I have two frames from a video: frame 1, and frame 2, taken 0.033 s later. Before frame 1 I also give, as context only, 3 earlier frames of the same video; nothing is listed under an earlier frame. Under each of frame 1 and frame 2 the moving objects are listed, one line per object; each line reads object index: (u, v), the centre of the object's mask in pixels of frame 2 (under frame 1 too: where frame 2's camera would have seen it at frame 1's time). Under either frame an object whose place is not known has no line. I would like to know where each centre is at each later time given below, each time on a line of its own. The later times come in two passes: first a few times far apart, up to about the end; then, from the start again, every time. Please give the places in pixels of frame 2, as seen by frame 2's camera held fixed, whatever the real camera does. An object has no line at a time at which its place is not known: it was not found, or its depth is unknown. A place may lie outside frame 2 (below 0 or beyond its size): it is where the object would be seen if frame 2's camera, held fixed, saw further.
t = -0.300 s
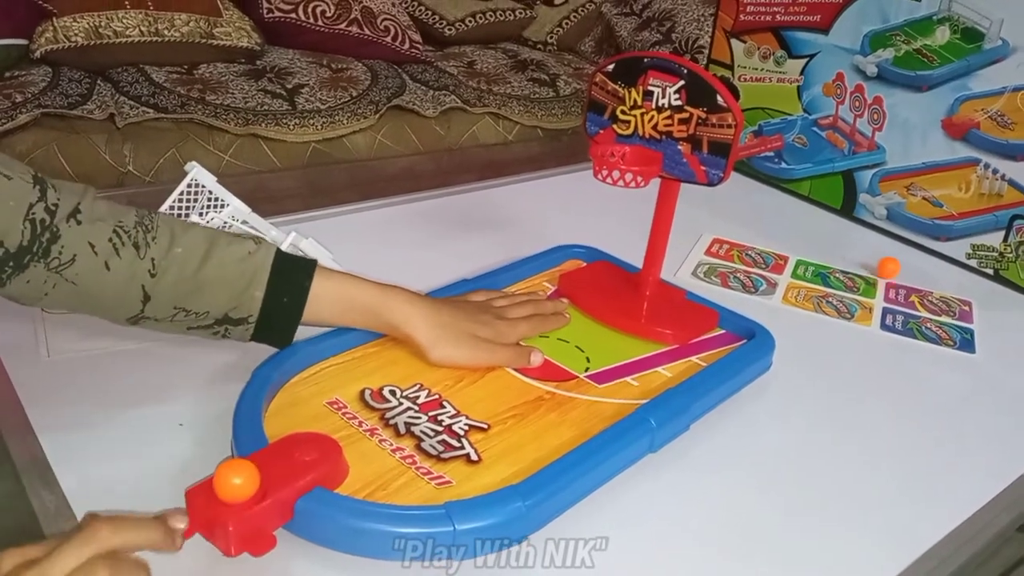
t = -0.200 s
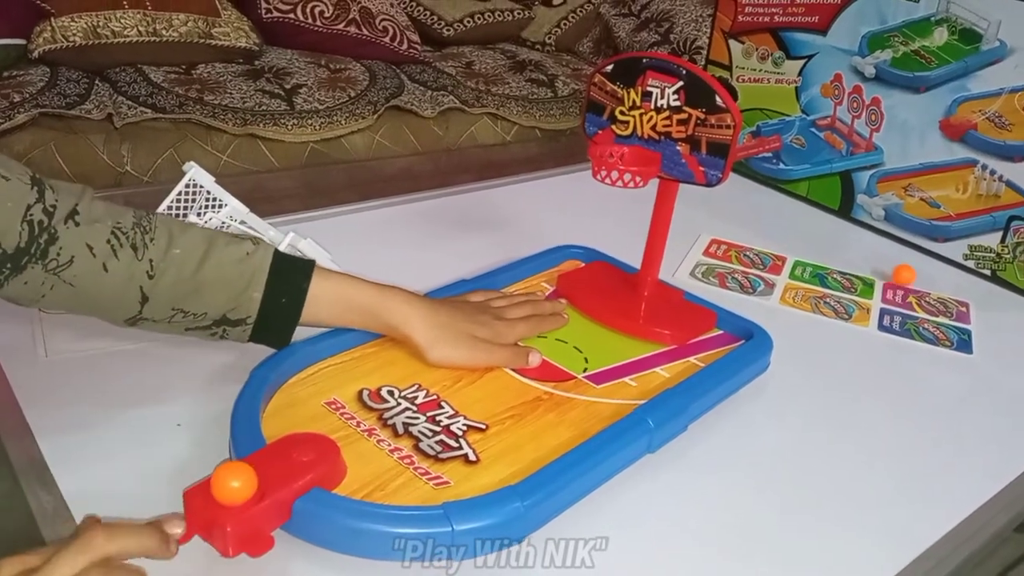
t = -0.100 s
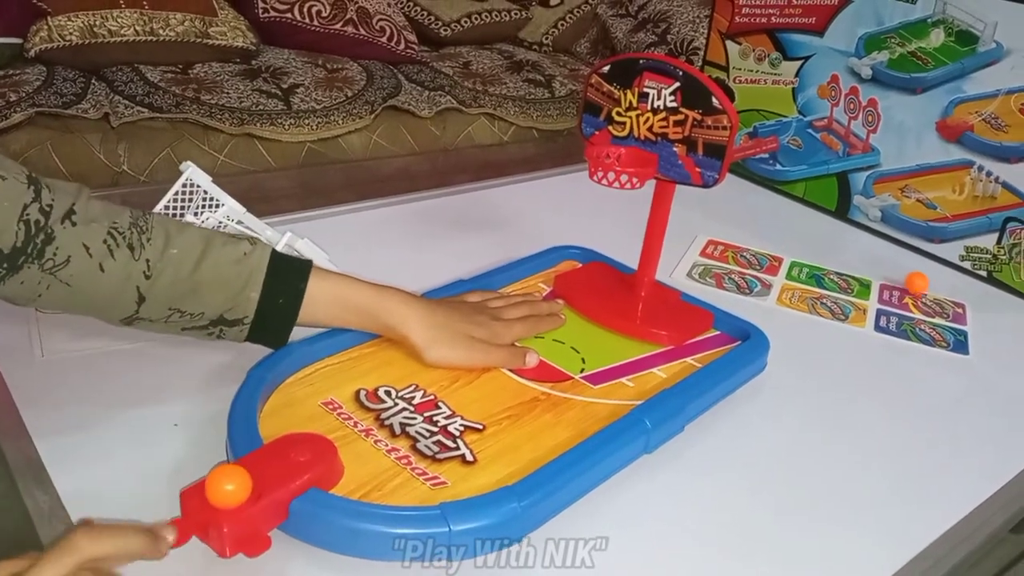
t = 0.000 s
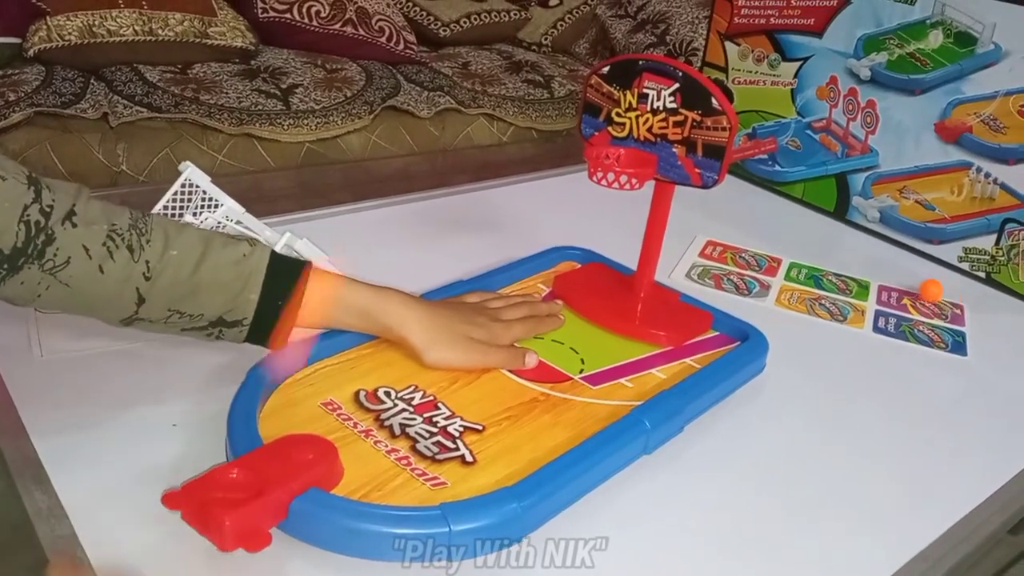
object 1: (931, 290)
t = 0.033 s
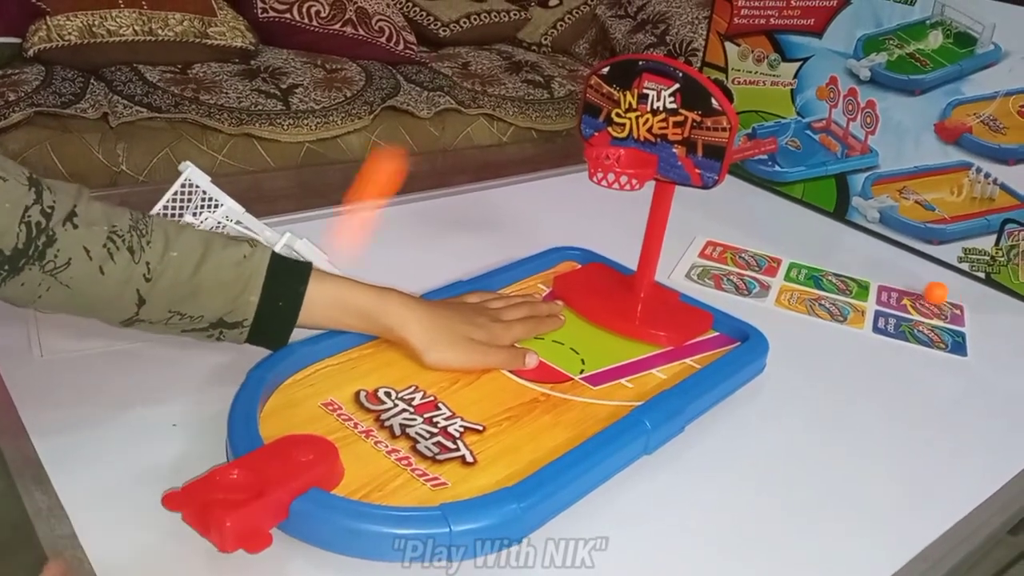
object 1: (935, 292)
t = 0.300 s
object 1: (976, 308)
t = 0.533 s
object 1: (1013, 323)
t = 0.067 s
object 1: (941, 295)
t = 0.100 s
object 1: (947, 296)
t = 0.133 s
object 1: (952, 299)
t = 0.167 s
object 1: (956, 301)
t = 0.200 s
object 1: (962, 302)
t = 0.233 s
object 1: (967, 304)
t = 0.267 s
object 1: (971, 306)
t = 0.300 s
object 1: (976, 308)
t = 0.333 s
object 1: (981, 311)
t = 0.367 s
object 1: (987, 313)
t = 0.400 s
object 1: (992, 315)
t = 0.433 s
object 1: (999, 317)
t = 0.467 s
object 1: (1004, 319)
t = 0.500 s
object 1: (1010, 321)
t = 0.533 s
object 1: (1013, 323)
